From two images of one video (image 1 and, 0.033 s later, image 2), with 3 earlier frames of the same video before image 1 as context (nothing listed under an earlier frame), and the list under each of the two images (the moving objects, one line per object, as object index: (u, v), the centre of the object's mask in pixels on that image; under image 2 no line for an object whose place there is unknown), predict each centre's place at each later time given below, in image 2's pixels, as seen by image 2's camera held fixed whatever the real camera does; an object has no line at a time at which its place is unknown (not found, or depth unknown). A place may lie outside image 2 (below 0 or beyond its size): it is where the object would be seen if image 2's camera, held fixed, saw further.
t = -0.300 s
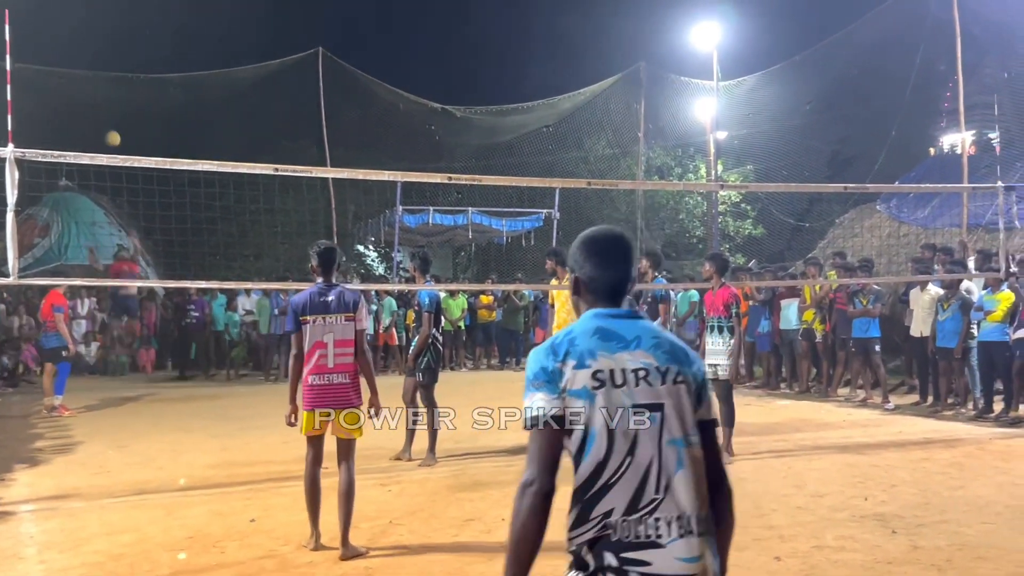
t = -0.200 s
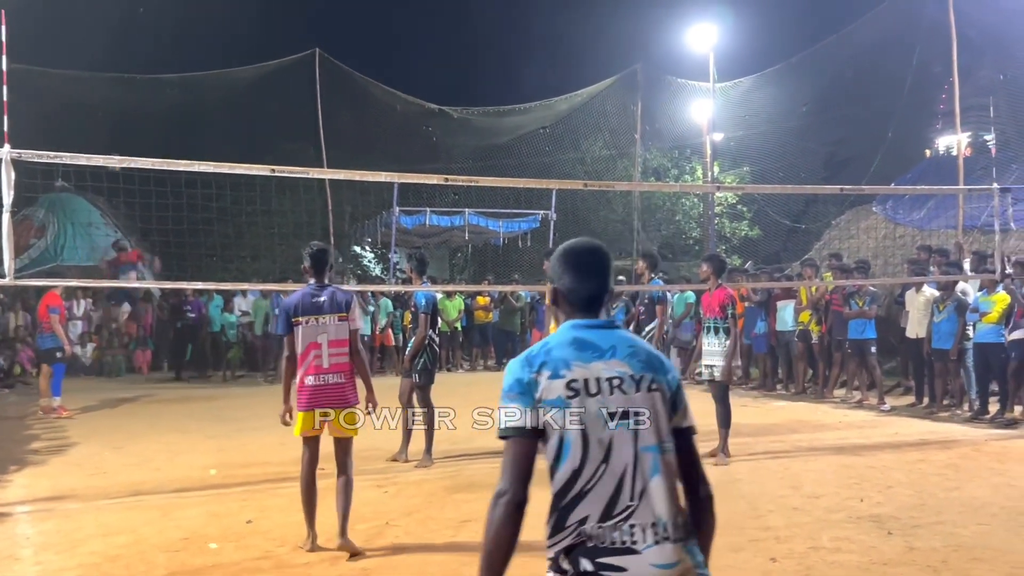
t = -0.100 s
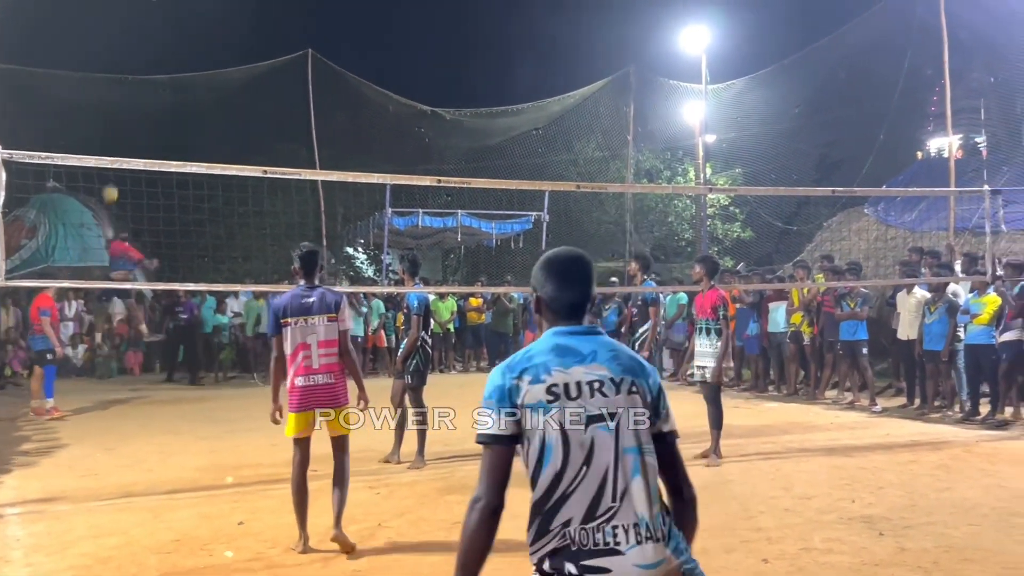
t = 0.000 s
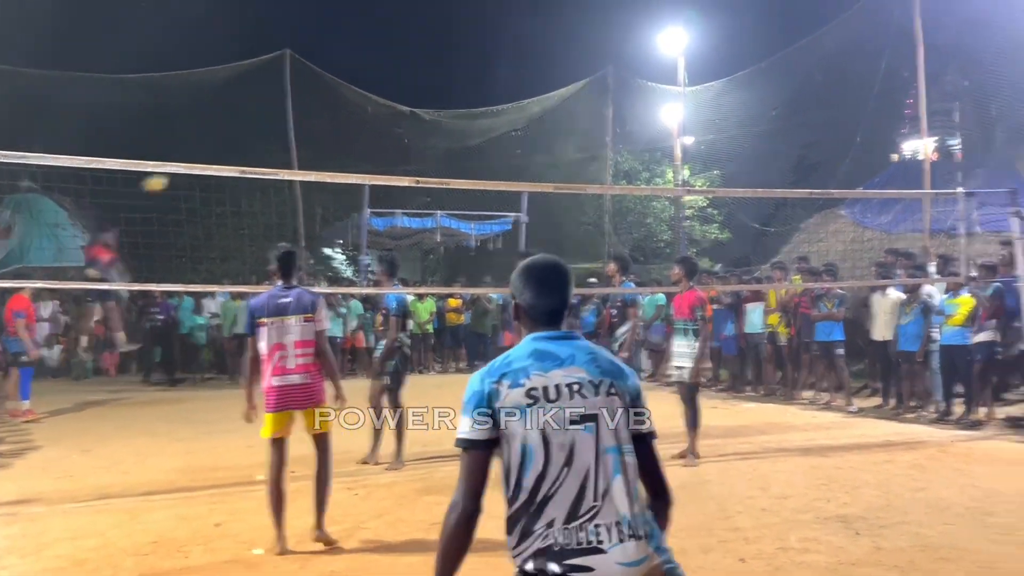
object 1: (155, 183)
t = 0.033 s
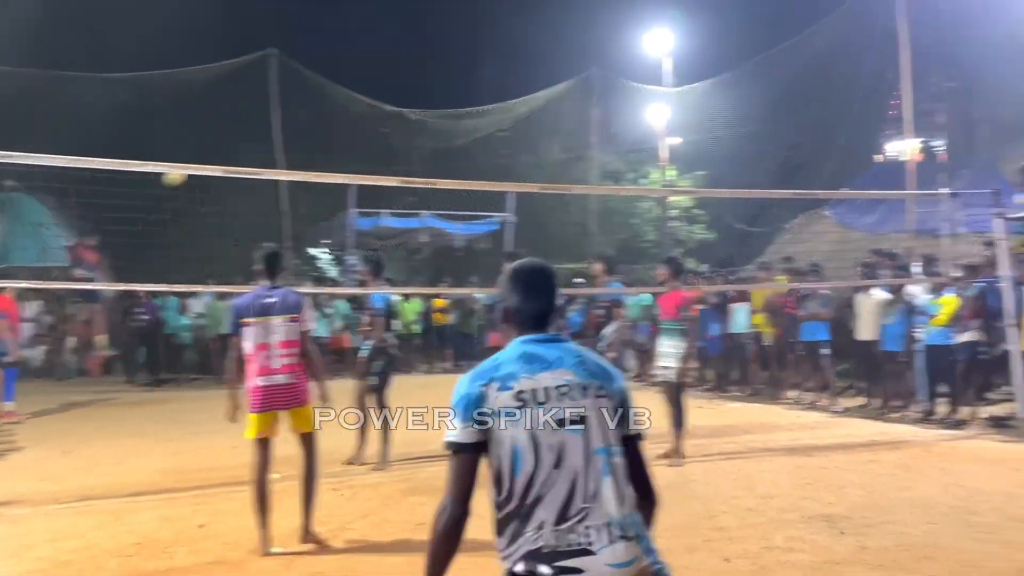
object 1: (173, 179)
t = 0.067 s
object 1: (213, 179)
